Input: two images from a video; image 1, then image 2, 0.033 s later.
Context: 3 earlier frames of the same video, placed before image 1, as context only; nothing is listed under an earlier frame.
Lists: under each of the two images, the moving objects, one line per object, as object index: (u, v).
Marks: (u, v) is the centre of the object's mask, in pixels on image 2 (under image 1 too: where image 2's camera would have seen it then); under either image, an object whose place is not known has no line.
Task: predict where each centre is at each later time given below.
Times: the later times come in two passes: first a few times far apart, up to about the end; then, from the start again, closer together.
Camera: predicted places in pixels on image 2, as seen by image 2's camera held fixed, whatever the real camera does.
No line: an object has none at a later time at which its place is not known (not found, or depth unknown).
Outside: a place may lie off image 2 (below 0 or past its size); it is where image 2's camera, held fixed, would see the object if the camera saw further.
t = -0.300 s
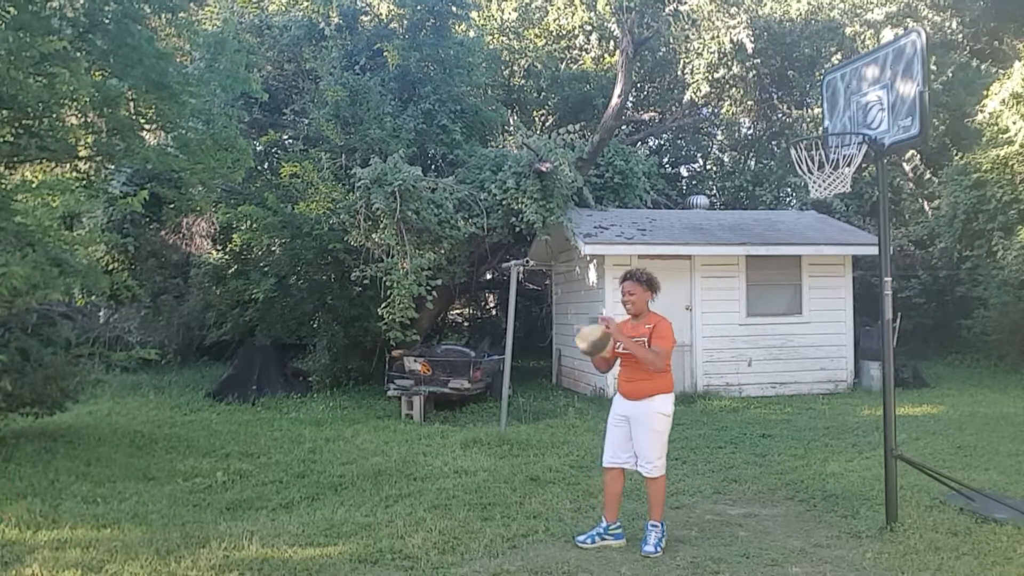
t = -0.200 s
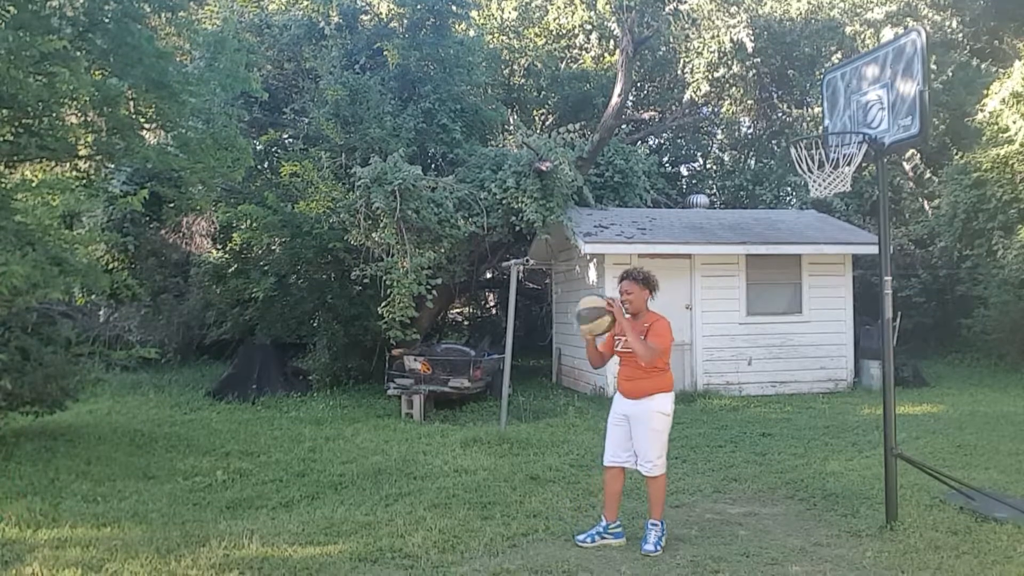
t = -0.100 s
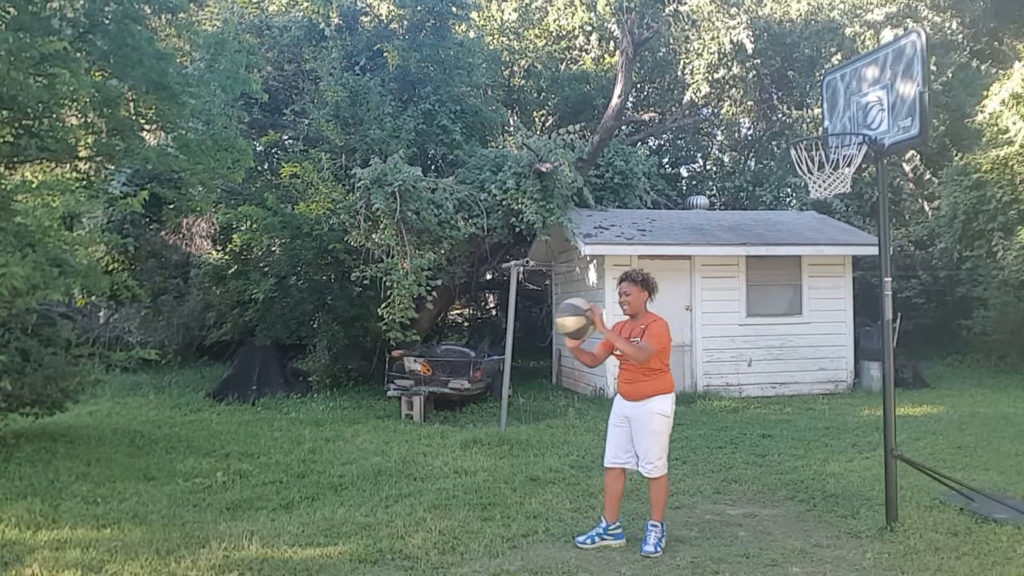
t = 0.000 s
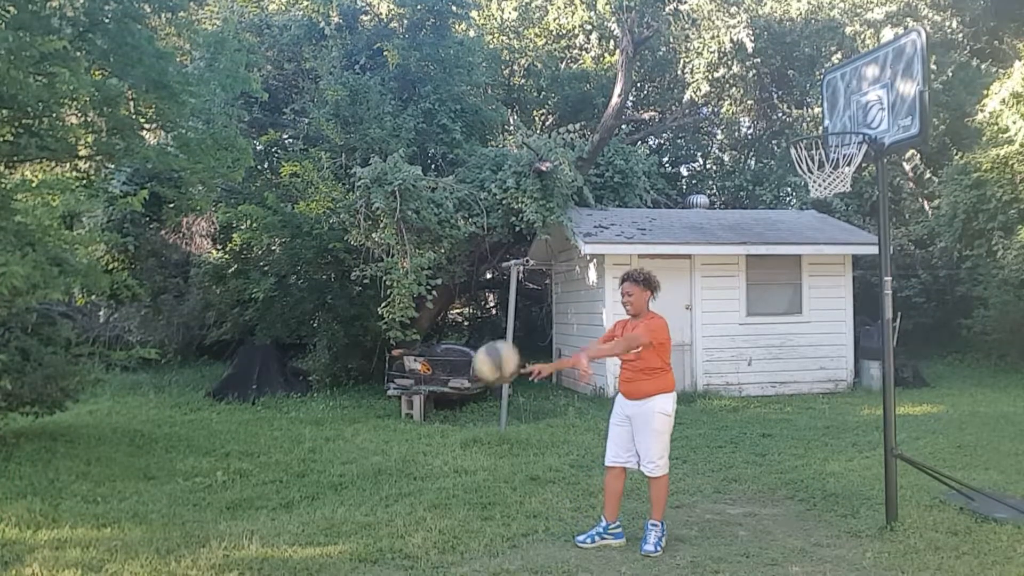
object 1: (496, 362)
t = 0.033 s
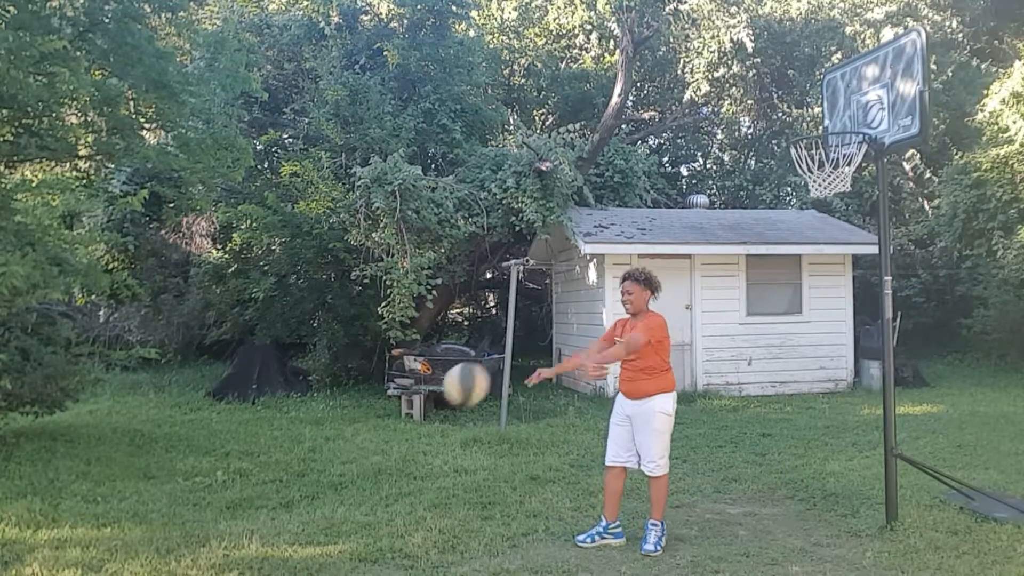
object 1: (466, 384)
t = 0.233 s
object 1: (270, 566)
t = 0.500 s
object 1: (89, 455)
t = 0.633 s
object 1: (10, 433)
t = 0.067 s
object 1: (435, 409)
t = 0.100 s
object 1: (402, 437)
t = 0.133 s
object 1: (370, 467)
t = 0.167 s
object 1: (337, 500)
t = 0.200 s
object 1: (301, 537)
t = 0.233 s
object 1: (270, 566)
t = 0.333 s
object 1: (200, 536)
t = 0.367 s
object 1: (177, 516)
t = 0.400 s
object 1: (156, 498)
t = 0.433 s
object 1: (135, 481)
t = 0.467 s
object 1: (112, 468)
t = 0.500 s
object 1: (89, 455)
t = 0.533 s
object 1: (65, 446)
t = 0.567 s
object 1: (39, 440)
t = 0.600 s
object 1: (21, 435)
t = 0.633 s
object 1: (10, 433)
